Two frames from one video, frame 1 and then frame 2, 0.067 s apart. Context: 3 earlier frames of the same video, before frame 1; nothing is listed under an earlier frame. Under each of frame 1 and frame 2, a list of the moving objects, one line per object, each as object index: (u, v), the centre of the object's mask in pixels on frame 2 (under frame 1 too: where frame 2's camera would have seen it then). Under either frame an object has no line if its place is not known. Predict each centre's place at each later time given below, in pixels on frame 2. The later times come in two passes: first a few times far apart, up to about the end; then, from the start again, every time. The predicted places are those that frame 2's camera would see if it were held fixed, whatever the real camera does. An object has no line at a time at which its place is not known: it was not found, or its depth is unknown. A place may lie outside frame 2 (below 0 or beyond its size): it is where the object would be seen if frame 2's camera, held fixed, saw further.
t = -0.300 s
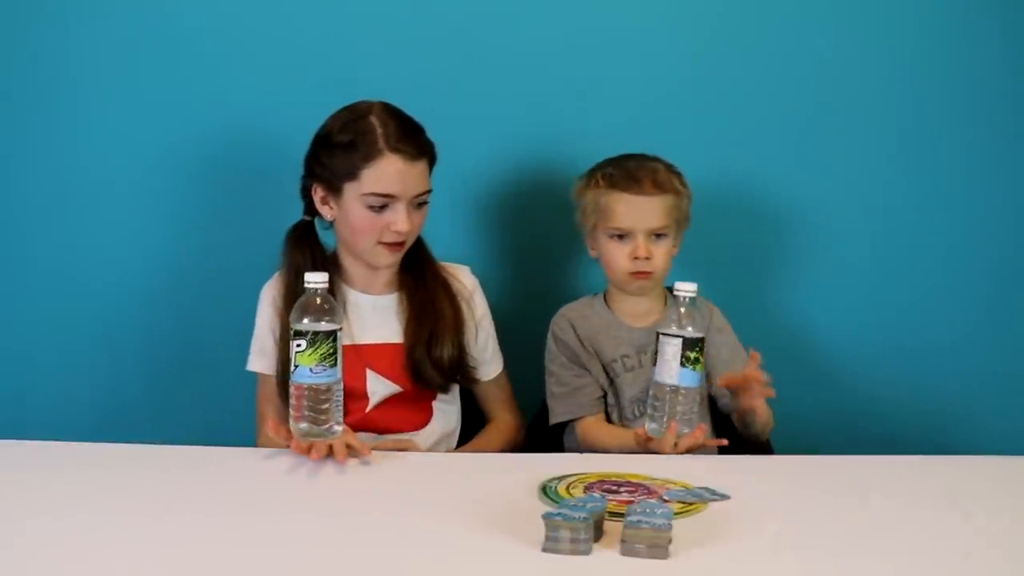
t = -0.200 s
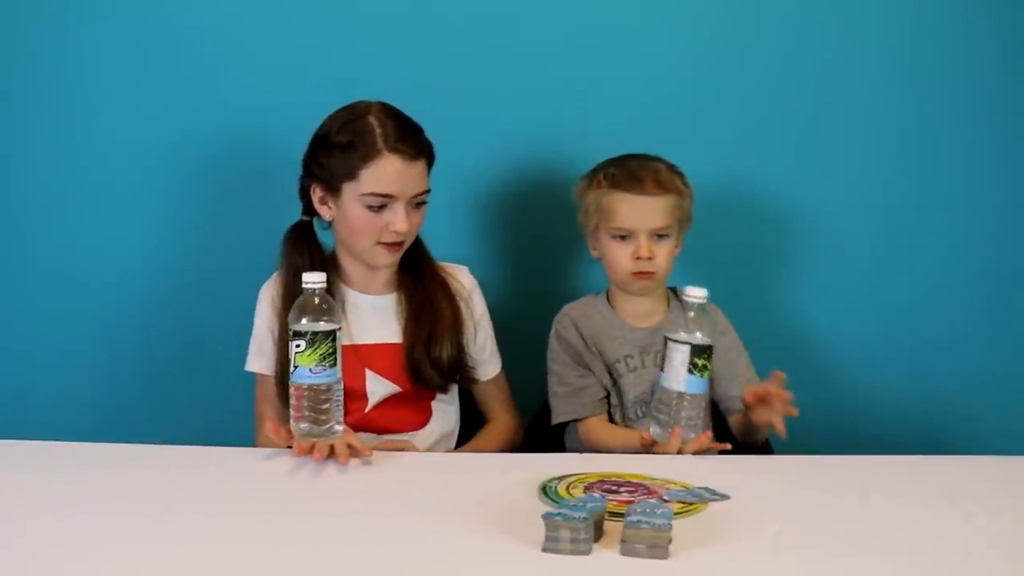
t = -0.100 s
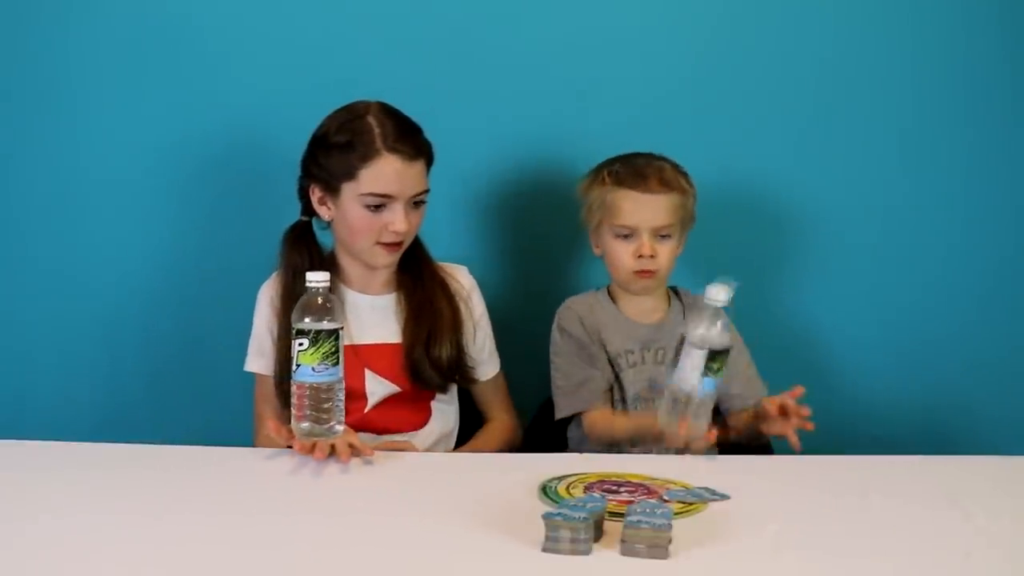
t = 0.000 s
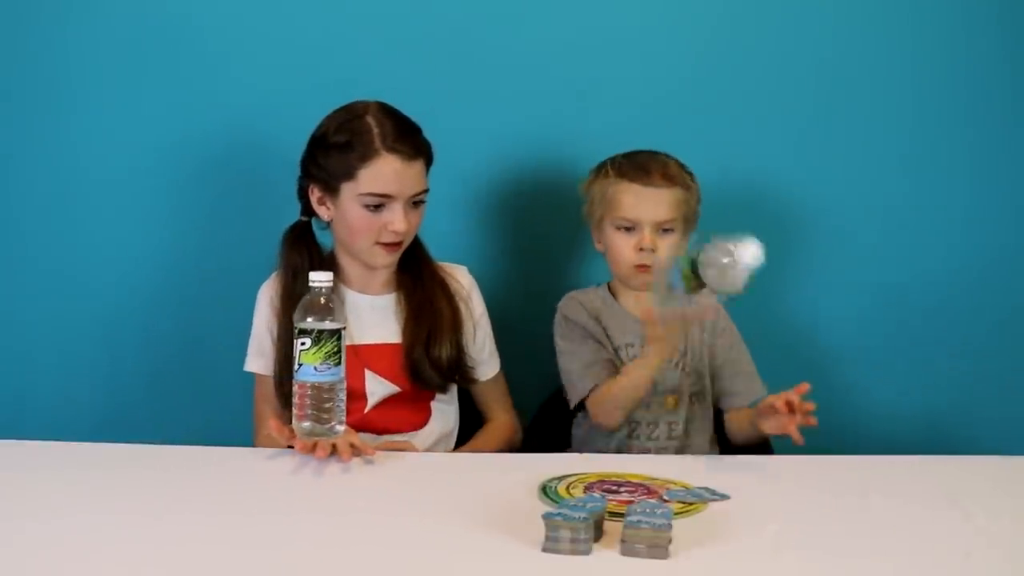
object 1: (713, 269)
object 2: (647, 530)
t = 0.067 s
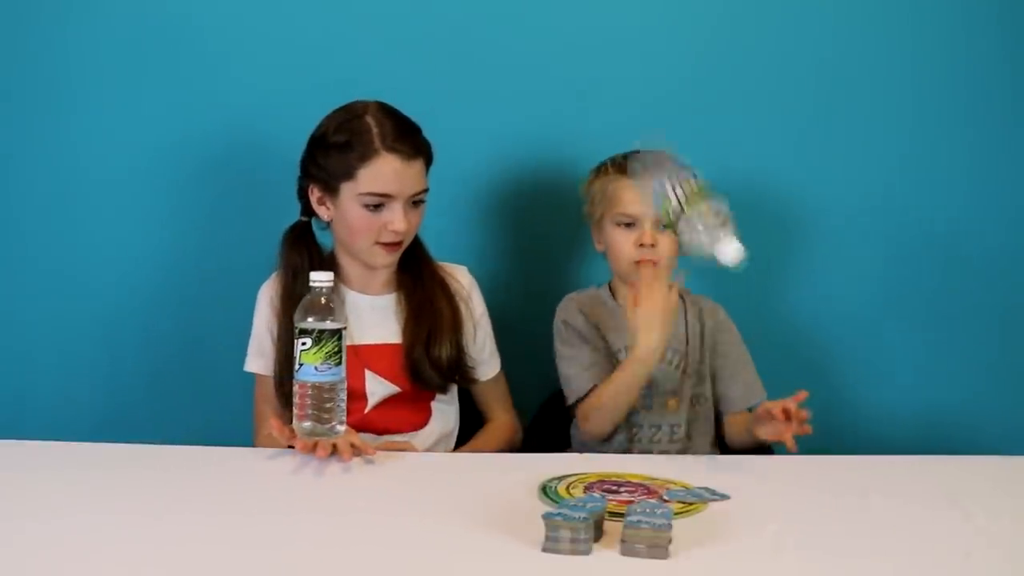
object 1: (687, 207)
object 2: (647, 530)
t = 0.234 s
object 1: (668, 177)
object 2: (647, 530)
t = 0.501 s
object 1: (656, 455)
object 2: (649, 533)
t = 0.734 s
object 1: (649, 468)
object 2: (650, 533)
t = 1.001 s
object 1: (609, 486)
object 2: (651, 534)
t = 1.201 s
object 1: (613, 490)
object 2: (661, 535)
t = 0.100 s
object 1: (683, 183)
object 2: (647, 530)
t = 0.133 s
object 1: (679, 168)
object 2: (647, 530)
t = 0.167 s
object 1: (675, 161)
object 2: (647, 530)
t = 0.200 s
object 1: (672, 163)
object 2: (647, 530)
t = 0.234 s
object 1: (668, 177)
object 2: (647, 530)
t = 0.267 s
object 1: (664, 199)
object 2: (647, 530)
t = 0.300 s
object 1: (660, 232)
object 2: (647, 530)
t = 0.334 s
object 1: (657, 275)
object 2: (647, 530)
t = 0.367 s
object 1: (653, 341)
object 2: (647, 530)
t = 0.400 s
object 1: (641, 427)
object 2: (647, 531)
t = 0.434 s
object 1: (655, 466)
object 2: (647, 532)
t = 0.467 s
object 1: (655, 458)
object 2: (648, 531)
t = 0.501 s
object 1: (656, 455)
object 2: (649, 533)
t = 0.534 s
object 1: (657, 462)
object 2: (650, 533)
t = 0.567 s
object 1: (659, 469)
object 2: (650, 534)
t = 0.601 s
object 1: (658, 468)
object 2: (650, 534)
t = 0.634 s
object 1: (655, 468)
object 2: (650, 533)
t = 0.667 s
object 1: (652, 468)
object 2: (650, 533)
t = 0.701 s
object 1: (651, 468)
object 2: (650, 533)
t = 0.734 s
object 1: (649, 468)
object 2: (650, 533)
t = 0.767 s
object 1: (647, 469)
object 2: (650, 534)
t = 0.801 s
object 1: (644, 470)
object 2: (650, 534)
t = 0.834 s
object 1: (637, 471)
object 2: (650, 534)
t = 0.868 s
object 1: (627, 477)
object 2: (650, 535)
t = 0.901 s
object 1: (616, 481)
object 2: (650, 535)
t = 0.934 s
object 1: (609, 485)
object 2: (650, 535)
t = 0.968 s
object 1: (609, 486)
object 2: (651, 534)
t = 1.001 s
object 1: (609, 486)
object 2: (651, 534)
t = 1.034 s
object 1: (607, 486)
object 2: (650, 534)
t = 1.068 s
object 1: (604, 486)
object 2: (650, 534)
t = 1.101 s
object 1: (603, 486)
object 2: (650, 534)
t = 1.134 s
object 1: (607, 487)
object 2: (652, 535)
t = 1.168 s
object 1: (611, 490)
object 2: (656, 535)
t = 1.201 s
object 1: (613, 490)
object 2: (661, 535)
